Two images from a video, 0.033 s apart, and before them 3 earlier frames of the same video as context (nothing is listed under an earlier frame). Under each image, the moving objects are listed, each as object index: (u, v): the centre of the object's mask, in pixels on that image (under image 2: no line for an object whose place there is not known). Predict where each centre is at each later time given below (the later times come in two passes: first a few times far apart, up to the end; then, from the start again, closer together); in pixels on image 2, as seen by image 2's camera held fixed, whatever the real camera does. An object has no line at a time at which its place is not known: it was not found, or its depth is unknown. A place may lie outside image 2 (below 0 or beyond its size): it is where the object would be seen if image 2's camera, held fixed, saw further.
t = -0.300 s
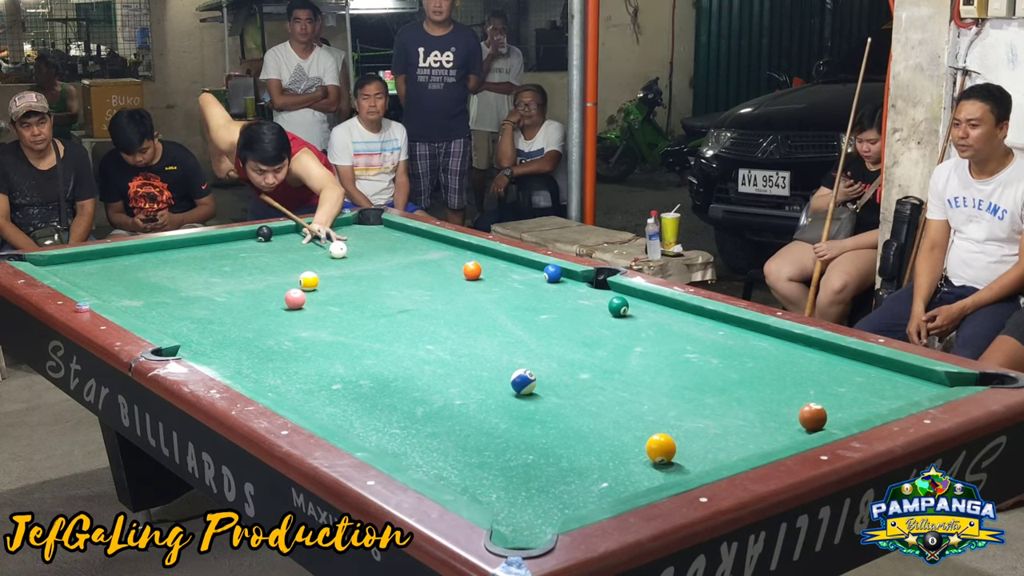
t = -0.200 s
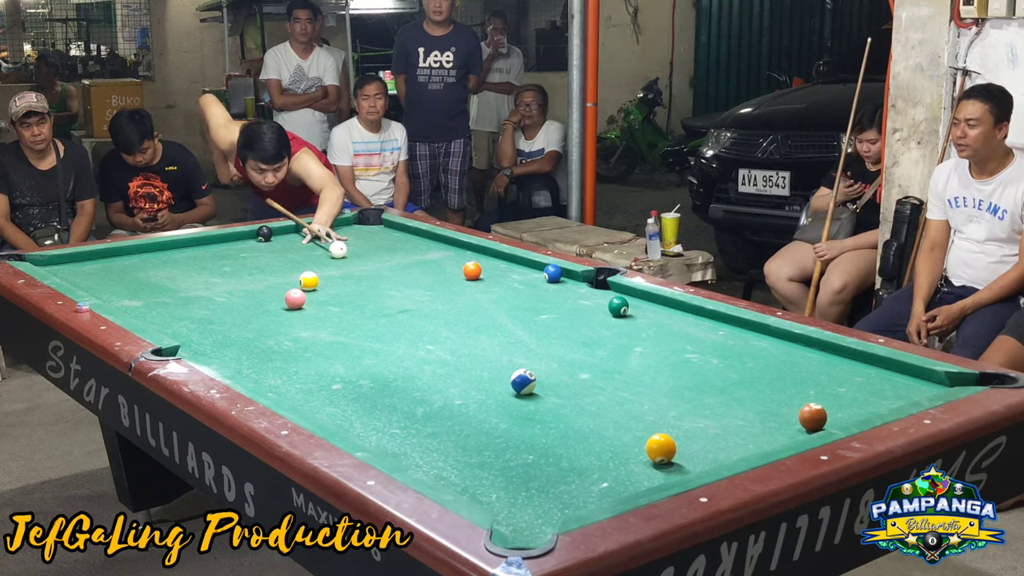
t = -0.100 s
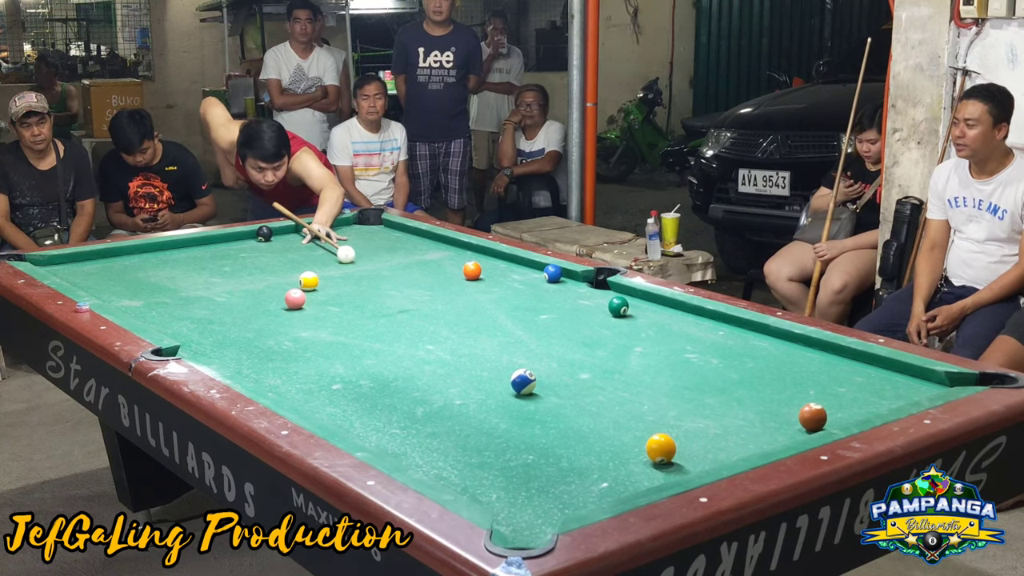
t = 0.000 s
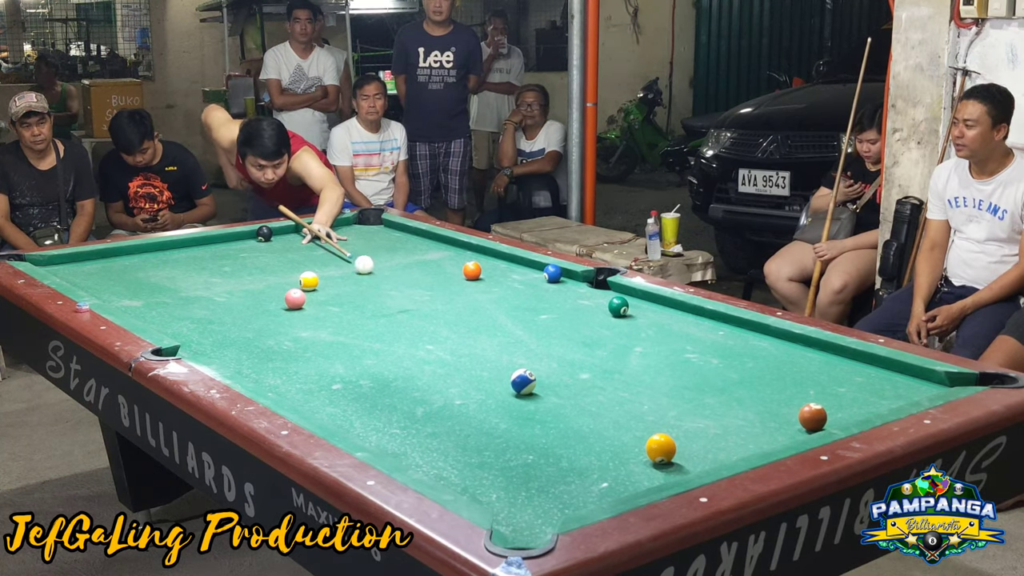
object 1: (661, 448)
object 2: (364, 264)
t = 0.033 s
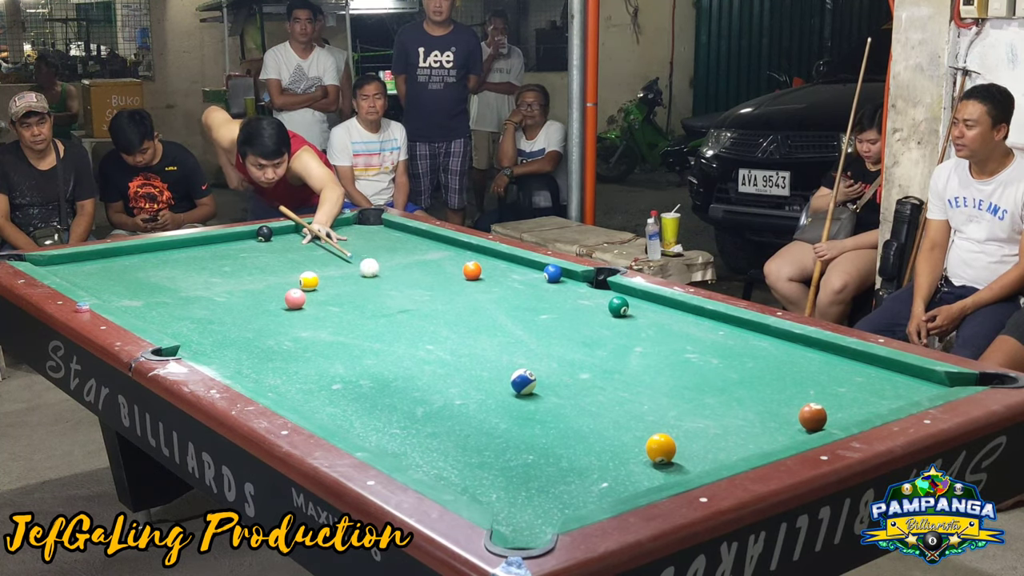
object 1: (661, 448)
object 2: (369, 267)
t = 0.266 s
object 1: (661, 448)
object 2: (415, 294)
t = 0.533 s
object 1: (661, 448)
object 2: (468, 324)
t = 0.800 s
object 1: (661, 448)
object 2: (531, 360)
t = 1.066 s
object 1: (661, 448)
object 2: (608, 405)
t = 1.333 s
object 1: (656, 461)
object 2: (707, 446)
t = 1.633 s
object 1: (630, 483)
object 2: (728, 433)
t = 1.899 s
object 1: (584, 486)
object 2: (706, 407)
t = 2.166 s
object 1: (540, 486)
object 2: (687, 386)
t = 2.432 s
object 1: (500, 486)
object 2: (671, 367)
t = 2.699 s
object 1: (467, 484)
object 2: (658, 352)
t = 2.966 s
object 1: (457, 480)
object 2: (647, 340)
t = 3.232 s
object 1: (460, 475)
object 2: (635, 325)
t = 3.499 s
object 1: (462, 469)
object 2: (624, 313)
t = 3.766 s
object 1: (464, 465)
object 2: (622, 310)
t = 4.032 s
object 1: (464, 463)
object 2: (620, 309)
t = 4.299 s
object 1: (464, 461)
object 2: (619, 309)
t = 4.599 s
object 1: (464, 461)
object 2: (620, 309)
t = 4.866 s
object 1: (464, 461)
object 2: (620, 309)
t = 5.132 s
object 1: (464, 461)
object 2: (620, 309)
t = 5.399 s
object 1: (464, 461)
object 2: (620, 309)
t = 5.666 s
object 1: (464, 461)
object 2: (620, 309)
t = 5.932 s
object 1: (464, 461)
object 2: (620, 309)
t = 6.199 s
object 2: (620, 309)
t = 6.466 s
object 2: (620, 309)
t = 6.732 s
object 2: (620, 309)
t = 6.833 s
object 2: (620, 309)
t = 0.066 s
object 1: (661, 448)
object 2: (374, 270)
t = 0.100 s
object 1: (661, 448)
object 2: (380, 273)
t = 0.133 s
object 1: (661, 448)
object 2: (388, 279)
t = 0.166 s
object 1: (661, 448)
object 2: (394, 282)
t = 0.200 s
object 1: (661, 448)
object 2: (399, 285)
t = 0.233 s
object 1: (661, 448)
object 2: (408, 290)
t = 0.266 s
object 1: (661, 448)
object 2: (415, 294)
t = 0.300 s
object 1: (661, 448)
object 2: (421, 297)
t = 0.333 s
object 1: (661, 448)
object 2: (427, 301)
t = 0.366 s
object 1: (661, 448)
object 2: (434, 304)
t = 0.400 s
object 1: (661, 448)
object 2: (437, 307)
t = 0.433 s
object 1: (661, 448)
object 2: (444, 310)
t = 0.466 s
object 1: (661, 448)
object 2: (450, 314)
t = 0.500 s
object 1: (661, 448)
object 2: (461, 320)
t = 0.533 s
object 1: (661, 448)
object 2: (468, 324)
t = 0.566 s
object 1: (661, 448)
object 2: (475, 329)
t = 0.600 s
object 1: (661, 448)
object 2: (482, 333)
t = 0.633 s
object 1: (661, 448)
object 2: (490, 337)
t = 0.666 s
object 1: (661, 448)
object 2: (498, 342)
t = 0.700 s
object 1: (661, 448)
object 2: (502, 344)
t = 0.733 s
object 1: (661, 448)
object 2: (510, 349)
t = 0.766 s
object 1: (661, 448)
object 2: (518, 353)
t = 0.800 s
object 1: (661, 448)
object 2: (531, 360)
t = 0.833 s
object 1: (661, 448)
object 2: (541, 365)
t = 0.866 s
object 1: (661, 448)
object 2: (549, 371)
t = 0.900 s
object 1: (661, 448)
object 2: (559, 376)
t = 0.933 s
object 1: (661, 448)
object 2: (568, 382)
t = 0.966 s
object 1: (661, 448)
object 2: (572, 385)
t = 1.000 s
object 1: (661, 448)
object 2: (587, 393)
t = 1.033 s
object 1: (661, 448)
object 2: (592, 396)
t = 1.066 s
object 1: (661, 448)
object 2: (608, 405)
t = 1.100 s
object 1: (661, 448)
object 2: (619, 412)
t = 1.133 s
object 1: (661, 448)
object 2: (630, 418)
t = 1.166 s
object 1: (661, 448)
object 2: (641, 424)
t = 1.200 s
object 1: (661, 448)
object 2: (652, 427)
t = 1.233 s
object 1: (661, 449)
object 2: (658, 429)
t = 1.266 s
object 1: (659, 453)
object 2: (681, 439)
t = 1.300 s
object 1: (658, 455)
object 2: (686, 441)
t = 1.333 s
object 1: (656, 461)
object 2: (707, 446)
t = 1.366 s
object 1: (654, 465)
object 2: (722, 448)
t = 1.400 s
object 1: (653, 469)
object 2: (735, 448)
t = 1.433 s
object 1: (651, 472)
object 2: (744, 448)
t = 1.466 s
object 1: (650, 474)
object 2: (742, 447)
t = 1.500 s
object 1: (648, 476)
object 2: (739, 445)
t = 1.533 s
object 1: (646, 479)
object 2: (737, 443)
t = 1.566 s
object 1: (642, 481)
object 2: (734, 439)
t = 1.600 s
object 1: (636, 482)
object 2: (730, 436)
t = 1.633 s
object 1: (630, 483)
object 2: (728, 433)
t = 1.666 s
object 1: (624, 483)
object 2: (725, 429)
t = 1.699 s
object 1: (618, 484)
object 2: (722, 426)
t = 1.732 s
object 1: (615, 485)
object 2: (720, 424)
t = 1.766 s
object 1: (610, 485)
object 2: (718, 421)
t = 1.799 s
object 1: (604, 486)
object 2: (715, 418)
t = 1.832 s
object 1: (595, 486)
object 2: (711, 413)
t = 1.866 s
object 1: (589, 486)
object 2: (708, 410)
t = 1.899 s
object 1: (584, 486)
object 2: (706, 407)
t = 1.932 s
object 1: (578, 486)
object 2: (703, 404)
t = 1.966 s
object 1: (572, 486)
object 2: (701, 402)
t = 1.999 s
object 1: (569, 486)
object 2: (700, 400)
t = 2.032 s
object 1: (561, 486)
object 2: (696, 396)
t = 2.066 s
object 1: (559, 486)
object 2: (695, 395)
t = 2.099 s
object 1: (550, 486)
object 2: (691, 391)
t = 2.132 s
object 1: (545, 486)
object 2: (689, 388)
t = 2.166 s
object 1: (540, 486)
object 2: (687, 386)
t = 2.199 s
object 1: (534, 486)
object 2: (685, 383)
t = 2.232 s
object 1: (529, 486)
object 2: (683, 381)
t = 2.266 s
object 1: (524, 486)
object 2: (681, 379)
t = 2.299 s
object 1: (520, 486)
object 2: (679, 376)
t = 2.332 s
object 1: (517, 486)
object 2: (678, 375)
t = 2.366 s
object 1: (512, 486)
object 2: (676, 373)
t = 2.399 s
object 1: (507, 487)
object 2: (674, 371)
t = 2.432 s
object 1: (500, 486)
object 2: (671, 367)
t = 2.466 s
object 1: (495, 486)
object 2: (669, 365)
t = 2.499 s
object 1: (490, 486)
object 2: (668, 363)
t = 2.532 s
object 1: (486, 486)
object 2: (665, 361)
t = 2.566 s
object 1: (481, 486)
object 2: (664, 359)
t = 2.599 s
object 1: (477, 486)
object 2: (662, 357)
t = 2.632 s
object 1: (475, 486)
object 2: (661, 356)
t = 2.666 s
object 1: (471, 485)
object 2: (660, 354)
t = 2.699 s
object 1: (467, 484)
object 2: (658, 352)
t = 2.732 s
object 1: (461, 483)
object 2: (656, 349)
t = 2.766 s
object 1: (457, 482)
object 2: (654, 347)
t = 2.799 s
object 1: (456, 482)
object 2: (652, 346)
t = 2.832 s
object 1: (457, 481)
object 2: (651, 344)
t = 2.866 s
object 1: (457, 481)
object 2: (649, 342)
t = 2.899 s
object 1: (457, 480)
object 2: (649, 341)
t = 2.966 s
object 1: (457, 480)
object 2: (647, 340)
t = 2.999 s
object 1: (458, 479)
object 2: (643, 335)
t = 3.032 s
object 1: (458, 478)
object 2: (642, 334)
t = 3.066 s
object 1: (459, 477)
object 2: (641, 332)
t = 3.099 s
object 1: (459, 477)
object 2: (639, 331)
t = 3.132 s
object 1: (459, 477)
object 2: (639, 330)
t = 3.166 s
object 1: (459, 476)
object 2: (637, 328)
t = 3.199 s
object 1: (460, 475)
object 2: (636, 326)
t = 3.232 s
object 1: (460, 475)
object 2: (635, 325)
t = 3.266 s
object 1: (460, 475)
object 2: (634, 324)
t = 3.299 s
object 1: (460, 474)
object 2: (632, 323)
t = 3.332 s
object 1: (461, 474)
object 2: (631, 321)
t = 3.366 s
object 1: (461, 473)
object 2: (630, 320)
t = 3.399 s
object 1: (461, 471)
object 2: (628, 318)
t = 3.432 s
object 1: (462, 470)
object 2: (627, 316)
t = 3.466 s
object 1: (462, 470)
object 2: (625, 314)
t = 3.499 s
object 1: (462, 469)
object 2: (624, 313)
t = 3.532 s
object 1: (463, 469)
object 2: (623, 312)
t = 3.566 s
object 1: (463, 468)
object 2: (623, 311)
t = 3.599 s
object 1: (463, 468)
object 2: (623, 311)
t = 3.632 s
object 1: (463, 467)
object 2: (622, 311)
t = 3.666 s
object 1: (463, 467)
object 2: (622, 311)
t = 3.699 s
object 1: (463, 466)
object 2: (622, 311)
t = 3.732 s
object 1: (464, 466)
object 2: (622, 310)
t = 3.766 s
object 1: (464, 465)
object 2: (622, 310)
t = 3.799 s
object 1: (464, 465)
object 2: (622, 310)
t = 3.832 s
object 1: (464, 465)
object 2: (621, 310)
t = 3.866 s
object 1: (464, 464)
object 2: (621, 310)
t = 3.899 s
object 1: (464, 464)
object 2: (621, 310)
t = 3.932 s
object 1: (464, 464)
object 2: (621, 310)
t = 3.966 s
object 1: (464, 464)
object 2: (621, 309)
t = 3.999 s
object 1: (464, 463)
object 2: (620, 309)
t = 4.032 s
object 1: (464, 463)
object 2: (620, 309)
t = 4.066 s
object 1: (464, 463)
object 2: (620, 309)
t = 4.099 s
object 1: (464, 462)
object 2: (620, 309)
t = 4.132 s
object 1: (464, 462)
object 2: (620, 309)
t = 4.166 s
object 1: (464, 462)
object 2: (620, 309)
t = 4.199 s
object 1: (464, 462)
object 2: (620, 309)
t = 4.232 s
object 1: (464, 462)
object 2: (620, 309)
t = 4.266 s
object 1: (464, 461)
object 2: (620, 309)
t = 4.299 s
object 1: (464, 461)
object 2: (619, 309)
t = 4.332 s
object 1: (464, 461)
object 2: (620, 309)
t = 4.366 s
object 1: (464, 461)
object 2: (620, 309)
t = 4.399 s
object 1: (464, 461)
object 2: (620, 309)
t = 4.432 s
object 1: (464, 461)
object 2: (619, 309)
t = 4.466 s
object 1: (464, 461)
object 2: (619, 309)
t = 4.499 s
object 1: (464, 461)
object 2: (619, 309)
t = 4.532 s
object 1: (464, 461)
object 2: (619, 309)
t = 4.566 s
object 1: (464, 461)
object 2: (620, 309)
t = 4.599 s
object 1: (464, 461)
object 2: (620, 309)
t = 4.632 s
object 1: (464, 461)
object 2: (620, 309)
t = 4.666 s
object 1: (464, 461)
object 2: (620, 309)
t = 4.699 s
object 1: (464, 461)
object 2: (620, 309)
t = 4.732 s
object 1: (464, 461)
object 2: (620, 309)
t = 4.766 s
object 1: (464, 461)
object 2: (620, 309)
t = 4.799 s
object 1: (464, 461)
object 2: (620, 309)
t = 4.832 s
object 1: (464, 461)
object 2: (620, 309)
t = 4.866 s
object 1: (464, 461)
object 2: (620, 309)
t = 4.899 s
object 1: (464, 461)
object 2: (620, 309)
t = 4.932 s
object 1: (464, 461)
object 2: (620, 309)
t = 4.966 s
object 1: (464, 461)
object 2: (620, 309)
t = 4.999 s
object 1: (464, 461)
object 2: (620, 309)
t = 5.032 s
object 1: (464, 461)
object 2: (620, 309)
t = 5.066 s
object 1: (464, 461)
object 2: (619, 309)
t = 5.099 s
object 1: (464, 461)
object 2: (620, 309)
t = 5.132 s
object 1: (464, 461)
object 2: (620, 309)
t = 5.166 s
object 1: (464, 461)
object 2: (620, 309)
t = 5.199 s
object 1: (464, 461)
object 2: (620, 309)
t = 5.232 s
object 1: (464, 461)
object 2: (620, 309)
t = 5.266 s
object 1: (464, 461)
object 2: (620, 309)
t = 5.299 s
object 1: (464, 461)
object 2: (620, 309)
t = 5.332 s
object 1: (464, 461)
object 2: (620, 309)
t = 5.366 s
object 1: (464, 461)
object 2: (620, 309)
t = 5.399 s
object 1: (464, 461)
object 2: (620, 309)
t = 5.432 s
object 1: (464, 461)
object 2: (620, 309)
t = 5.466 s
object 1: (464, 461)
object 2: (620, 309)
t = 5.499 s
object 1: (464, 461)
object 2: (620, 309)
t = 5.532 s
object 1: (464, 461)
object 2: (620, 309)
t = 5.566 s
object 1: (464, 461)
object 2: (620, 309)
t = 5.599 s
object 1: (464, 461)
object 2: (620, 309)
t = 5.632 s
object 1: (464, 461)
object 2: (620, 309)
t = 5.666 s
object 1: (464, 461)
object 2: (620, 309)
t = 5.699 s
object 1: (464, 461)
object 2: (620, 309)
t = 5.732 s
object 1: (464, 461)
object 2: (620, 309)
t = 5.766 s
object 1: (464, 461)
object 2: (620, 309)
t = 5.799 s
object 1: (464, 461)
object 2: (620, 309)
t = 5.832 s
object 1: (464, 461)
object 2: (620, 309)
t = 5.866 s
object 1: (464, 461)
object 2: (620, 309)
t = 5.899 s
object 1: (464, 461)
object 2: (620, 309)
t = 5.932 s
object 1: (464, 461)
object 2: (620, 309)
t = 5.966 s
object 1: (464, 461)
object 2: (620, 309)
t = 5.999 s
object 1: (464, 461)
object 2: (620, 309)
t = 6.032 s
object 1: (464, 461)
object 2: (620, 309)
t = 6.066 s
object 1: (464, 461)
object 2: (620, 309)
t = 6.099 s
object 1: (464, 461)
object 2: (620, 309)
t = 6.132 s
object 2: (620, 309)
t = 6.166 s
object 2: (620, 309)
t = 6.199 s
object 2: (620, 309)
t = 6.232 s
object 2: (620, 309)
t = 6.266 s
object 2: (620, 309)
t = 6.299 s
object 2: (620, 309)
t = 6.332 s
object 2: (620, 309)
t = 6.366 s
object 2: (620, 309)
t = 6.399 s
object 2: (620, 309)
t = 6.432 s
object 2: (620, 309)
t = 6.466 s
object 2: (620, 309)
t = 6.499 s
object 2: (620, 309)
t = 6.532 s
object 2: (620, 309)
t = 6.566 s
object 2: (620, 309)
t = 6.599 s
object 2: (620, 309)
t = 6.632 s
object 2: (620, 309)
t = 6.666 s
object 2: (620, 309)
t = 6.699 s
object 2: (620, 309)
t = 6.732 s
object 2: (620, 309)
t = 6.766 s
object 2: (620, 309)
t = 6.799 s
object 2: (620, 309)
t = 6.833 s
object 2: (620, 309)
